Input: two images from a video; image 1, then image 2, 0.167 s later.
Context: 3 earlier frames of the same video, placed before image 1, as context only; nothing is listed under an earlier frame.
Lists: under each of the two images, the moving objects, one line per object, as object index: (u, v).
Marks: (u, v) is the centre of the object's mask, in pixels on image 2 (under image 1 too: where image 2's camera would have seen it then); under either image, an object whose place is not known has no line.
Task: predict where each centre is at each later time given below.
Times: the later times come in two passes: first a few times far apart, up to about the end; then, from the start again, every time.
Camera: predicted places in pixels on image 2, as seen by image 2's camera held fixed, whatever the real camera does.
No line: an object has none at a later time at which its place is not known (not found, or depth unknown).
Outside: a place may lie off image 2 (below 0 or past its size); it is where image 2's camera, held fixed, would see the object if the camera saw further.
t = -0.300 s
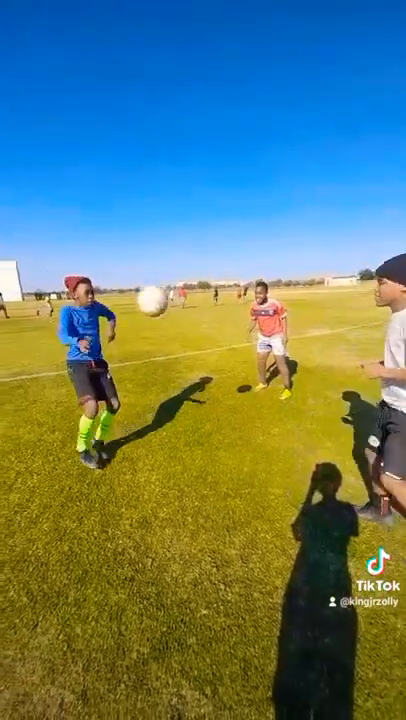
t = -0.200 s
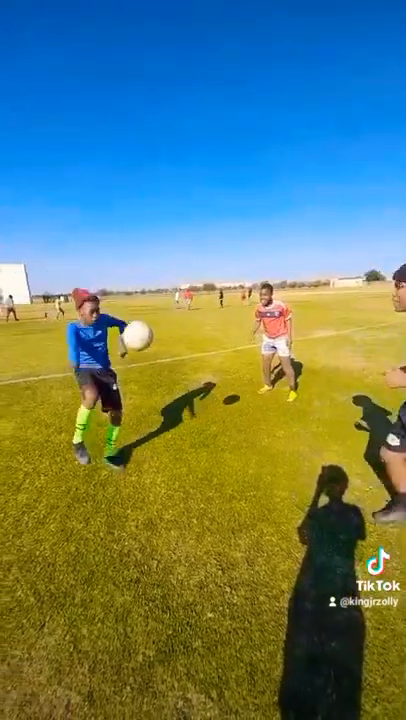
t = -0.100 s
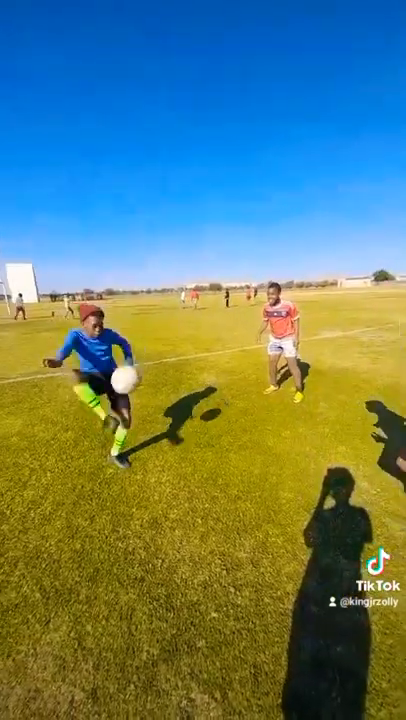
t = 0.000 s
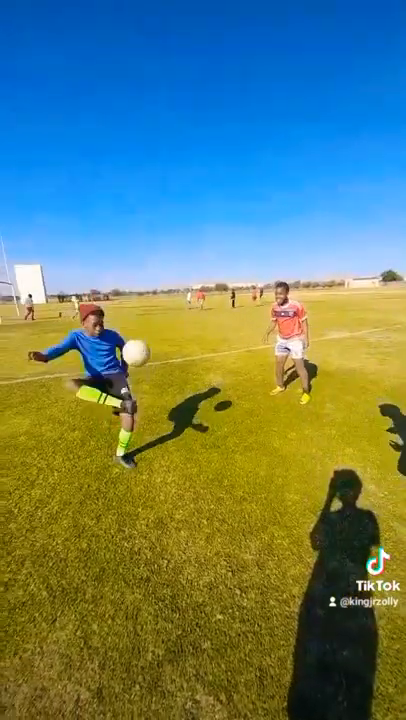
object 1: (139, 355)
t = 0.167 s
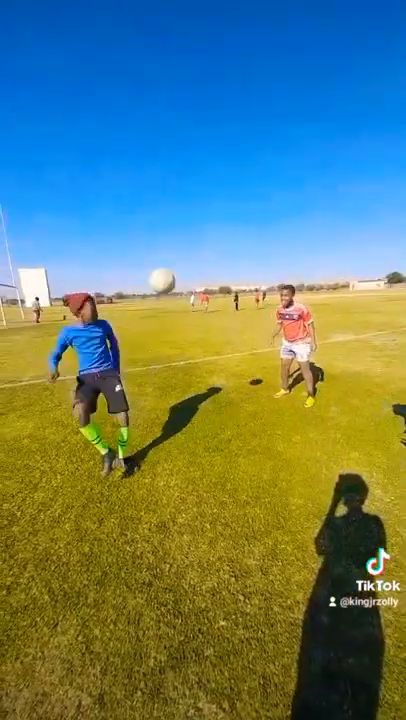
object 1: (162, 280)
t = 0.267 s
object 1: (175, 256)
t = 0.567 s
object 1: (210, 257)
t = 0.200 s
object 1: (166, 271)
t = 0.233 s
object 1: (171, 263)
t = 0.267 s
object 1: (175, 256)
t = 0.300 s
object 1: (179, 251)
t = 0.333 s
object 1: (183, 248)
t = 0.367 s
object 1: (188, 246)
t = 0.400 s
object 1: (191, 245)
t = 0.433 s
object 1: (195, 246)
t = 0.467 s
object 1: (199, 247)
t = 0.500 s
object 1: (203, 249)
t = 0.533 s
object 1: (206, 253)
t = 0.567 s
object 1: (210, 257)
